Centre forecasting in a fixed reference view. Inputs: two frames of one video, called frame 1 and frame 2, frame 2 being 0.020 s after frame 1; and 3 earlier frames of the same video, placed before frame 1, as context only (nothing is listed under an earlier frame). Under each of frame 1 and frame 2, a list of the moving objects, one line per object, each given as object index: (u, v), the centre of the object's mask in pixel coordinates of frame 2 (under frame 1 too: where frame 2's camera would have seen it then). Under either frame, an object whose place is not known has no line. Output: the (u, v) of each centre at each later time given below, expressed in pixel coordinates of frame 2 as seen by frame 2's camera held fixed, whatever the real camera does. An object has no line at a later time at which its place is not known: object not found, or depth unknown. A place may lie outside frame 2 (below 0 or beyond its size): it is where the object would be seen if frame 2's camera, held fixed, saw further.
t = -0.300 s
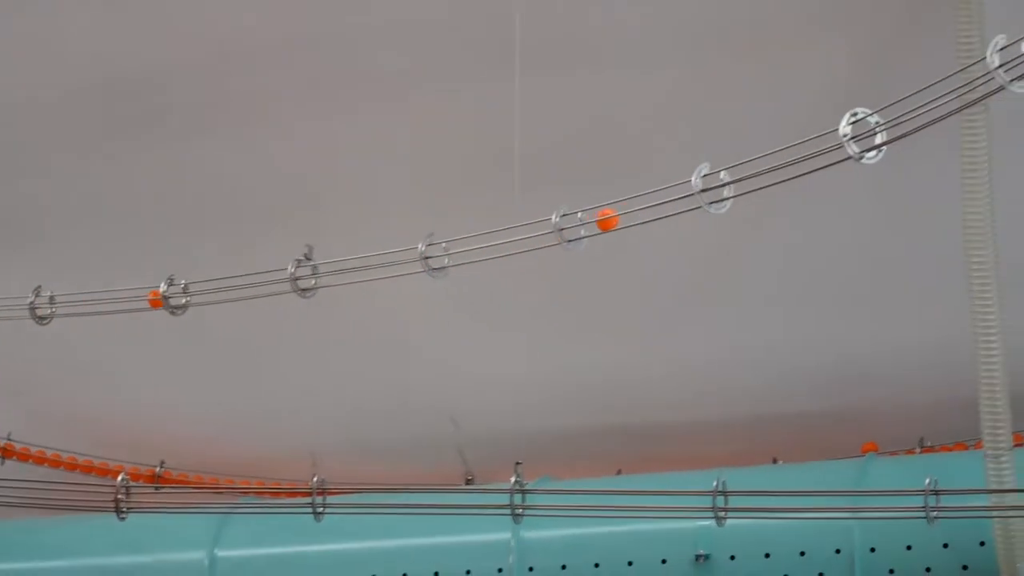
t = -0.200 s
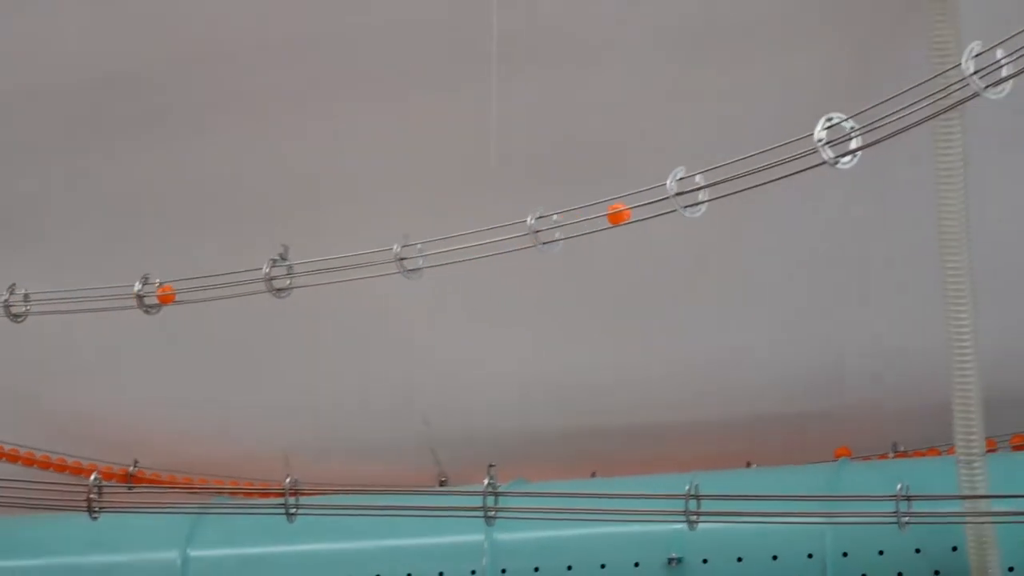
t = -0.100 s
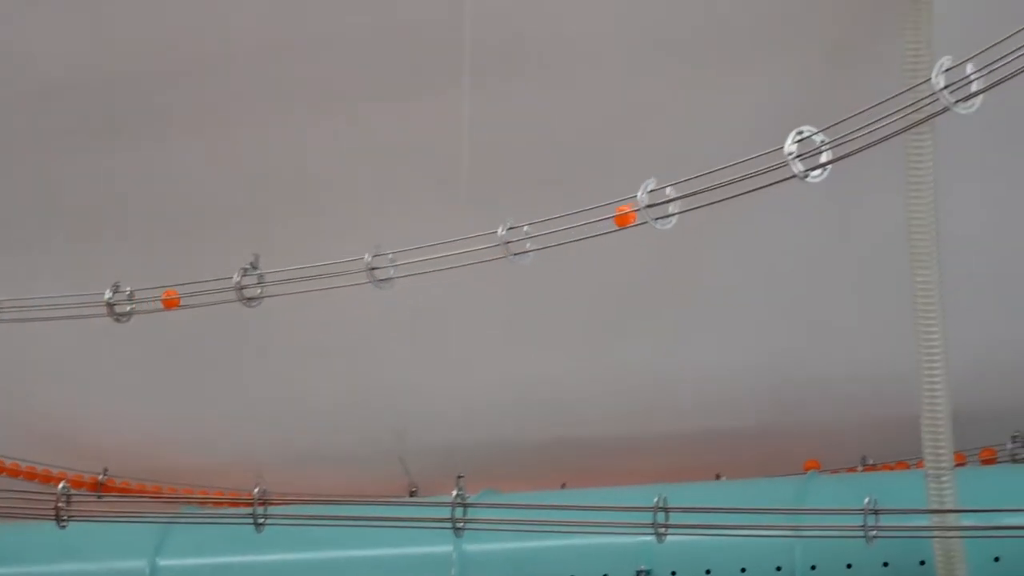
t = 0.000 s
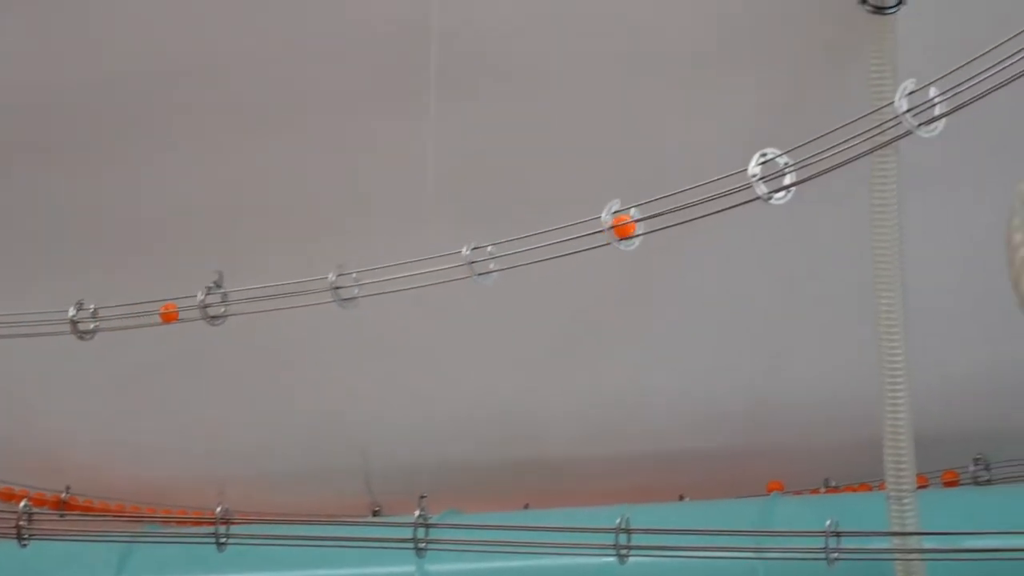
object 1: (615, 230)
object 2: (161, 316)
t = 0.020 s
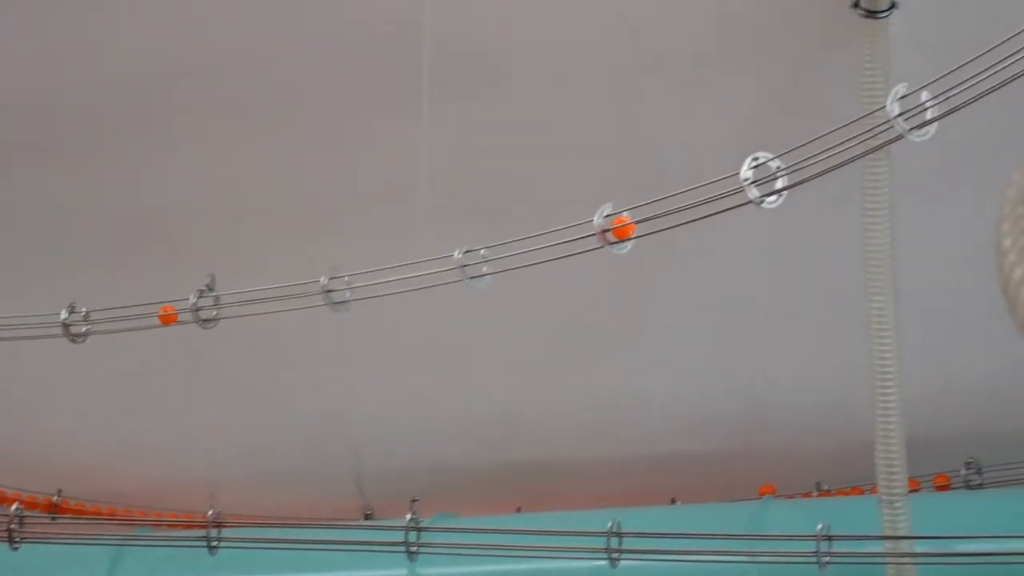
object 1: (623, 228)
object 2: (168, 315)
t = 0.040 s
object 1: (630, 225)
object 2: (174, 314)
